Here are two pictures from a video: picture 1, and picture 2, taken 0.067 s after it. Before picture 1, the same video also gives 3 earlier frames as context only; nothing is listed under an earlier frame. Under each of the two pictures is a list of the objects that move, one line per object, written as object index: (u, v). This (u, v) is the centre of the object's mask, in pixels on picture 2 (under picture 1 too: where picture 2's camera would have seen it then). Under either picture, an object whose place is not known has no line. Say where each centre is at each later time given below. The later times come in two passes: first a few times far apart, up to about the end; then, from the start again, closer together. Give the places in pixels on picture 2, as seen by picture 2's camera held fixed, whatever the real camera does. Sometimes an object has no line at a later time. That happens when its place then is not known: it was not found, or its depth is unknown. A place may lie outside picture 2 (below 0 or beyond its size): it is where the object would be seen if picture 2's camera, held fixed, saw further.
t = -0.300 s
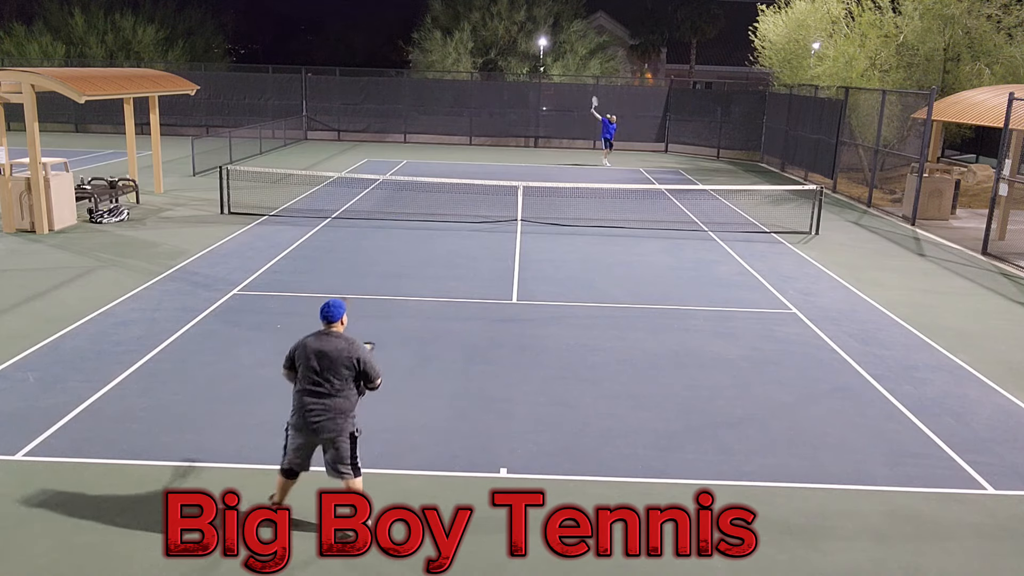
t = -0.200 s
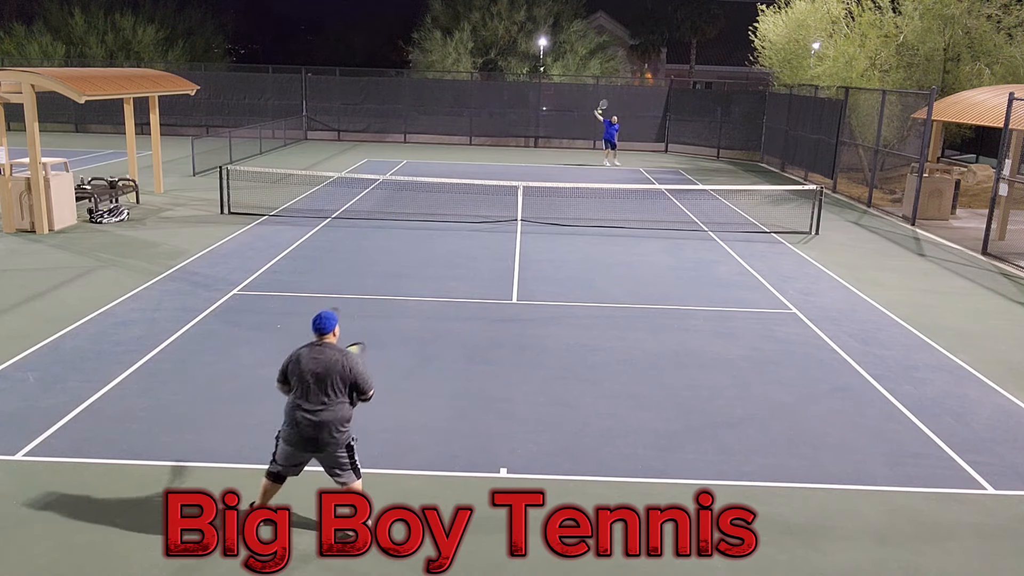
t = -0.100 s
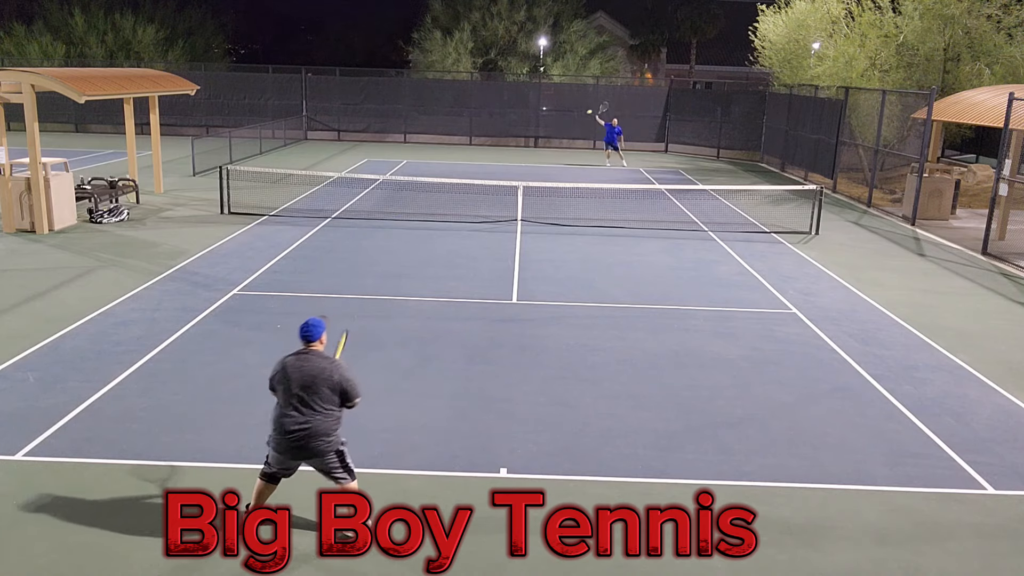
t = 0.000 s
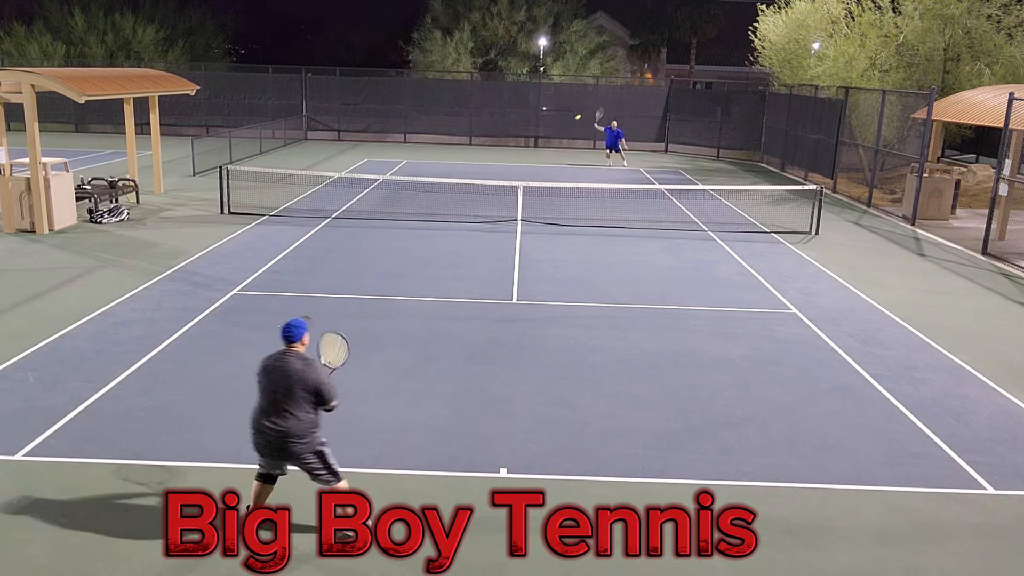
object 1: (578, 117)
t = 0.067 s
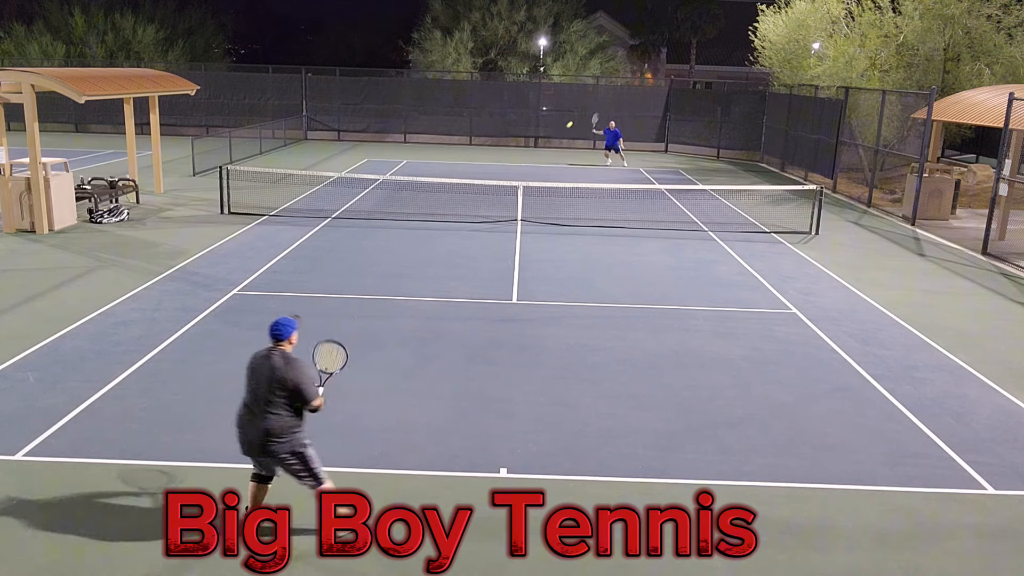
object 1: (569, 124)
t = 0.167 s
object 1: (555, 143)
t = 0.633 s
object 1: (446, 355)
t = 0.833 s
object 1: (377, 340)
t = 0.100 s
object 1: (565, 130)
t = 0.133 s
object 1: (560, 135)
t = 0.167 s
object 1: (555, 143)
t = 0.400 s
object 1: (510, 232)
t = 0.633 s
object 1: (446, 355)
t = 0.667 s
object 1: (436, 350)
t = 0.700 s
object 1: (426, 345)
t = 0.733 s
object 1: (415, 342)
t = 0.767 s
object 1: (404, 340)
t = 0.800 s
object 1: (391, 339)
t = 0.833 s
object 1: (377, 340)
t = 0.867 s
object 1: (361, 342)
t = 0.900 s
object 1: (345, 346)
